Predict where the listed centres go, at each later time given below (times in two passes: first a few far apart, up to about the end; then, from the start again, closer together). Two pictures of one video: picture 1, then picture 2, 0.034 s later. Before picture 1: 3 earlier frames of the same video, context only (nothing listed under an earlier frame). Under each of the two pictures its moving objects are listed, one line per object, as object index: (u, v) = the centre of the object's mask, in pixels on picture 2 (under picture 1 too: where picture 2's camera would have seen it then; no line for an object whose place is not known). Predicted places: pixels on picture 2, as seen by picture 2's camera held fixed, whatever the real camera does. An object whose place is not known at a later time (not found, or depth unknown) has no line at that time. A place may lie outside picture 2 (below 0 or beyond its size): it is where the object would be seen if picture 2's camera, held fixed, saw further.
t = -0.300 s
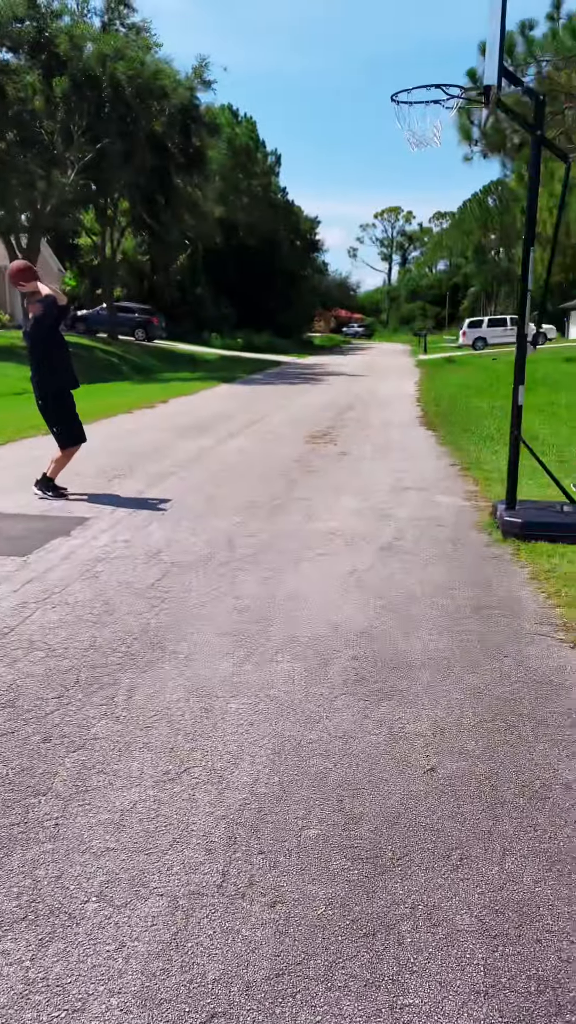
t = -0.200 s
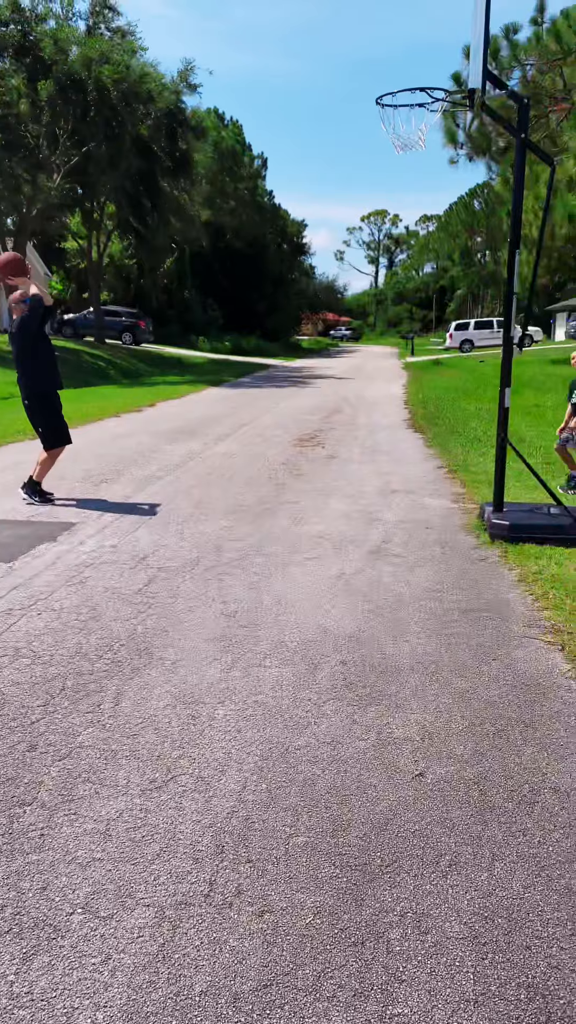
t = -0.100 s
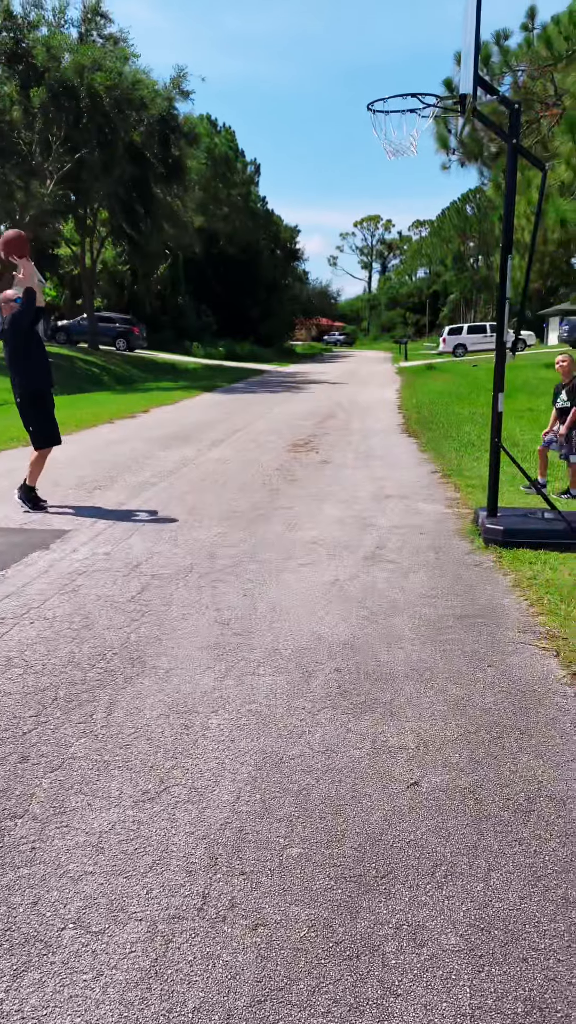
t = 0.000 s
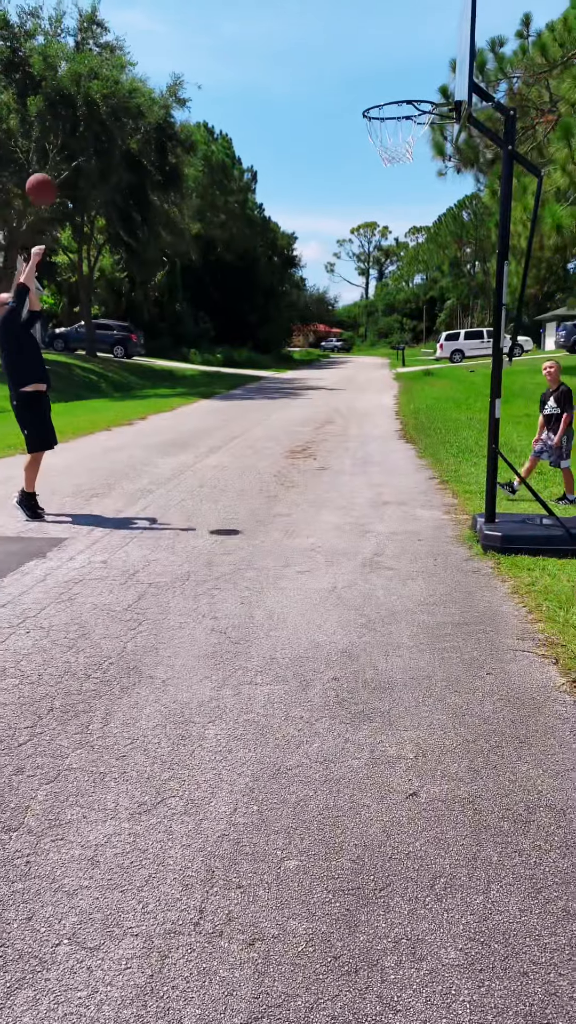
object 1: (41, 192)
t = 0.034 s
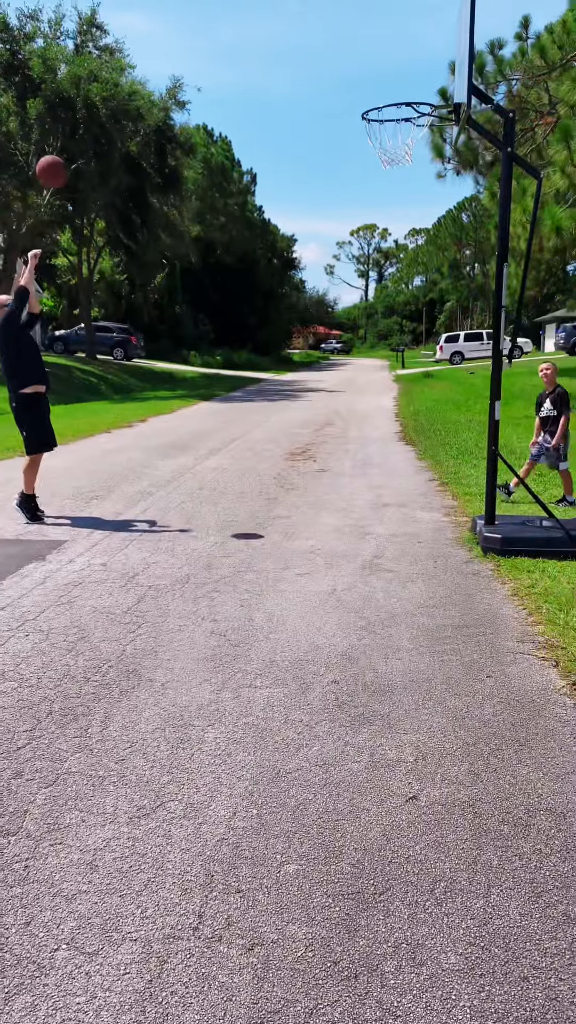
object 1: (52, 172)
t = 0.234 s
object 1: (123, 77)
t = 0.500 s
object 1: (231, 33)
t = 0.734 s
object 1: (332, 82)
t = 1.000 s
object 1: (320, 186)
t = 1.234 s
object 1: (273, 312)
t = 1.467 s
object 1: (240, 473)
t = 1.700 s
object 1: (217, 382)
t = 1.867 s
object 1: (201, 335)
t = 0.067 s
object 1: (63, 152)
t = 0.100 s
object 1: (74, 135)
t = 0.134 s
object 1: (86, 119)
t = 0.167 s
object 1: (98, 103)
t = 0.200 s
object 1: (110, 91)
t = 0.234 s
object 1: (123, 77)
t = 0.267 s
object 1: (137, 66)
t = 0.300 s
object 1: (149, 56)
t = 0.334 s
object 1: (162, 49)
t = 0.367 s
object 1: (176, 42)
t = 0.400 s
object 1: (190, 38)
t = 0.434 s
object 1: (203, 34)
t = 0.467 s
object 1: (217, 33)
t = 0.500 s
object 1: (231, 33)
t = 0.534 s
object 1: (245, 35)
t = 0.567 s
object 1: (259, 38)
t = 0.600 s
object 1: (273, 44)
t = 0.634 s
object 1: (287, 51)
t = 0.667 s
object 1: (302, 59)
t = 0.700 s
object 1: (317, 70)
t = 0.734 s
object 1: (332, 82)
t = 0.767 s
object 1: (346, 96)
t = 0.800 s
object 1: (360, 111)
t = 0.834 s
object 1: (360, 123)
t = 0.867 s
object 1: (351, 133)
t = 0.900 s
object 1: (344, 144)
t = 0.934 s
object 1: (336, 157)
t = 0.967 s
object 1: (328, 171)
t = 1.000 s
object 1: (320, 186)
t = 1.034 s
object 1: (313, 201)
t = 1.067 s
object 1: (306, 218)
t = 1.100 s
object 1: (297, 234)
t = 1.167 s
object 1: (284, 271)
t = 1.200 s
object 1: (278, 290)
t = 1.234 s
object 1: (273, 312)
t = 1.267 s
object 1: (268, 333)
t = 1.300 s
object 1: (261, 353)
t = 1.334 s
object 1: (259, 379)
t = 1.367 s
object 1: (254, 401)
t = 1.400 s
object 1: (248, 424)
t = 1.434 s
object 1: (244, 449)
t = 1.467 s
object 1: (240, 473)
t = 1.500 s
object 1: (236, 490)
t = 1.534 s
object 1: (233, 468)
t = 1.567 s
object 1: (229, 448)
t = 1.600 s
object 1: (227, 430)
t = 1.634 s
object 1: (223, 413)
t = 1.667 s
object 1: (220, 398)
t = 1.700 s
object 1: (217, 382)
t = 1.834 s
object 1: (211, 345)
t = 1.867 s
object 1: (201, 335)
